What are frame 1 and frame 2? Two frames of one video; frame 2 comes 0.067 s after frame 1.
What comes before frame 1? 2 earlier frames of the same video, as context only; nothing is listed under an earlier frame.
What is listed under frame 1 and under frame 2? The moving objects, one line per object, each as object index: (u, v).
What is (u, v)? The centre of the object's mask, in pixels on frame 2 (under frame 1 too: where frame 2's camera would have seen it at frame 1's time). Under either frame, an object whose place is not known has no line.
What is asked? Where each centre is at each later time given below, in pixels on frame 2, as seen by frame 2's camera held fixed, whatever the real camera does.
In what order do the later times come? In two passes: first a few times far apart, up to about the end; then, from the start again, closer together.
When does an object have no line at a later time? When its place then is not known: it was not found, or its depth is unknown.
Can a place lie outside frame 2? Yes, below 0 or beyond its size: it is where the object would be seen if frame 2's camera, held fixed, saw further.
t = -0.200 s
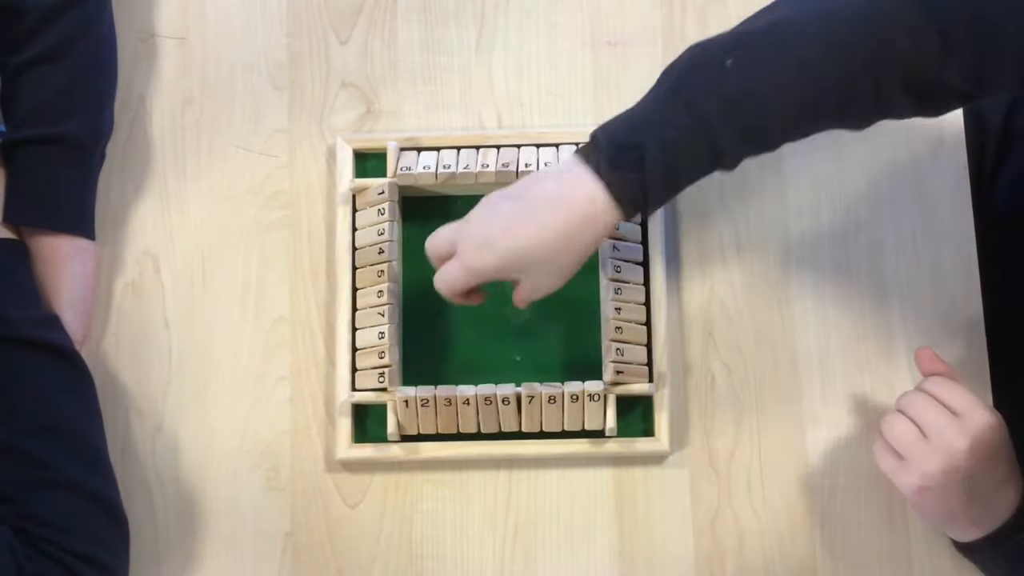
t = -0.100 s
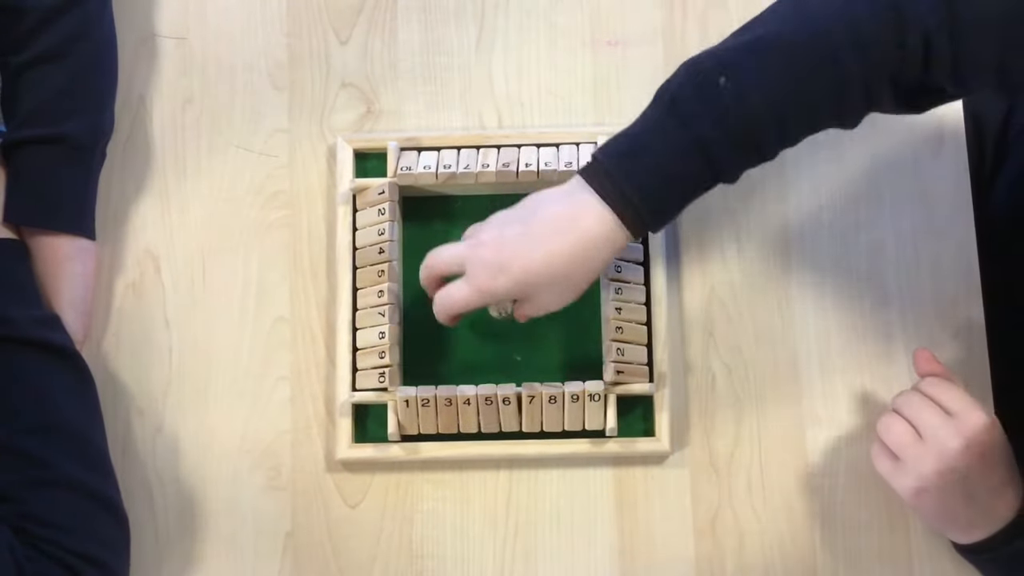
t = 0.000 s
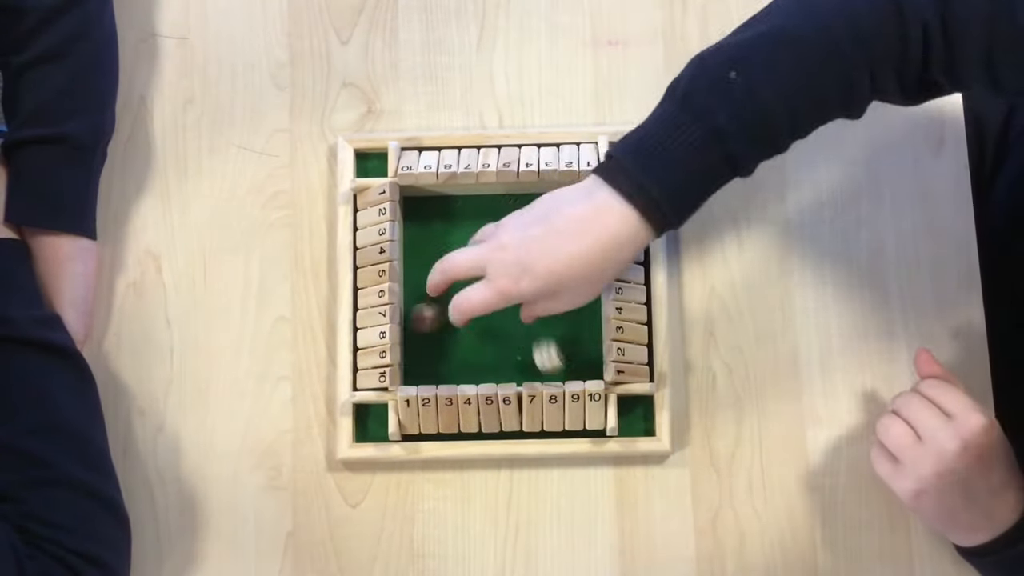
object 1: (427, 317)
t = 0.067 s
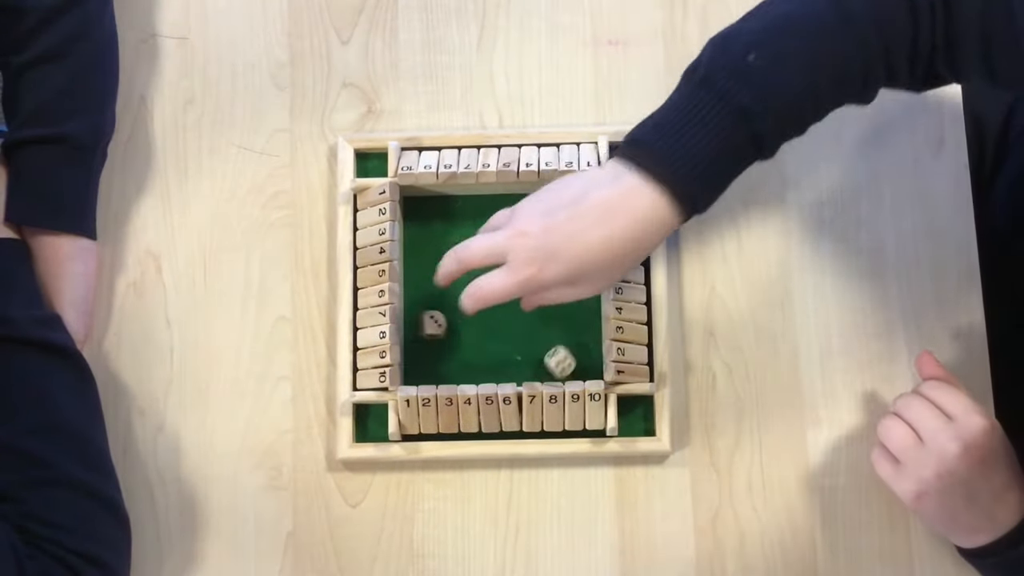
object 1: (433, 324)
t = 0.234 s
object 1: (436, 333)
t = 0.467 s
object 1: (436, 333)
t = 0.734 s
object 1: (436, 333)
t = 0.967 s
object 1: (436, 333)
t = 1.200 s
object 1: (436, 333)
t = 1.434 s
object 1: (436, 333)
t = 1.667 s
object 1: (436, 333)
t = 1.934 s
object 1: (436, 333)
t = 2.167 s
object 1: (436, 333)
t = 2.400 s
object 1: (436, 333)
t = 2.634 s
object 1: (436, 333)
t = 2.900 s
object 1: (436, 333)
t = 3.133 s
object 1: (436, 333)
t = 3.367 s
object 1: (436, 333)
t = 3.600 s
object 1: (436, 333)
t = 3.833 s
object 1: (436, 333)
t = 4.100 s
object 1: (436, 333)
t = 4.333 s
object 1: (436, 333)
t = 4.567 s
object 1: (436, 333)
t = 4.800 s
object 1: (436, 333)
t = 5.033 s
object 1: (436, 333)
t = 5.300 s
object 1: (436, 333)
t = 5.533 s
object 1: (436, 333)
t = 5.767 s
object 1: (436, 333)
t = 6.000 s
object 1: (436, 333)
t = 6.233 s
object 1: (436, 333)
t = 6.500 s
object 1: (436, 333)
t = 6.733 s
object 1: (436, 333)
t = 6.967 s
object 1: (436, 333)
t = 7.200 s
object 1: (436, 333)
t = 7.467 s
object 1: (436, 333)
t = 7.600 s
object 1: (436, 333)
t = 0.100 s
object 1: (437, 326)
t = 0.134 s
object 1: (438, 331)
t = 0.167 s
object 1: (436, 333)
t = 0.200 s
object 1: (436, 332)
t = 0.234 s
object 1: (436, 333)
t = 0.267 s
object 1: (436, 333)
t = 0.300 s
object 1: (436, 333)
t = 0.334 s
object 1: (436, 333)
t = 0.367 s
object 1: (436, 333)
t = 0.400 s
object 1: (436, 333)
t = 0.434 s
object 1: (436, 333)
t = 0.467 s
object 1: (436, 333)
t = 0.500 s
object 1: (436, 333)
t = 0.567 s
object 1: (436, 333)
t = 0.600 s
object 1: (436, 333)
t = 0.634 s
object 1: (436, 333)
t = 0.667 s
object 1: (436, 333)
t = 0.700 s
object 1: (436, 333)
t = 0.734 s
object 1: (436, 333)
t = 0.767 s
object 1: (436, 333)
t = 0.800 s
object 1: (436, 333)
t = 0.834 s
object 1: (436, 333)
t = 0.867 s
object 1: (436, 333)
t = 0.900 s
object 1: (436, 333)
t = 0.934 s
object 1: (436, 333)
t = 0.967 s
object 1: (436, 333)
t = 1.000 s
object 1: (436, 333)
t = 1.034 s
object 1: (436, 333)
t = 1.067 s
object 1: (436, 333)
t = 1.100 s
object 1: (436, 333)
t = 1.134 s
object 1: (436, 333)
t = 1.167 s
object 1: (436, 333)
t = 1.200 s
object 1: (436, 333)
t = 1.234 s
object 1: (436, 333)
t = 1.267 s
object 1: (436, 333)
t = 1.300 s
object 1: (436, 333)
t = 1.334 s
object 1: (436, 333)
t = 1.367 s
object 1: (436, 333)
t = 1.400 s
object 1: (436, 333)
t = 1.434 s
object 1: (436, 333)
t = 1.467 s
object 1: (436, 333)
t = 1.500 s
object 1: (436, 333)
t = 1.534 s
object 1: (436, 333)
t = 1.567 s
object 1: (436, 333)
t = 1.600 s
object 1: (436, 333)
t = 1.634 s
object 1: (436, 333)
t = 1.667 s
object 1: (436, 333)
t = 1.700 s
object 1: (436, 333)
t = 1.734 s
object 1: (436, 333)
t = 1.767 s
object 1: (436, 333)
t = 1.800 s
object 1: (436, 333)
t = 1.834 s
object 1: (436, 333)
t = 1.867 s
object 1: (436, 333)
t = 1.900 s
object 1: (436, 333)
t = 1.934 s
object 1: (436, 333)
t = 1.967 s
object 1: (436, 333)
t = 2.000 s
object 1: (436, 333)
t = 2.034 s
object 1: (436, 333)
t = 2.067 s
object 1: (436, 333)
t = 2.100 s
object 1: (436, 333)
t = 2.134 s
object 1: (436, 333)
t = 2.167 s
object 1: (436, 333)
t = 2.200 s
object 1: (436, 333)
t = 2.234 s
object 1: (436, 333)
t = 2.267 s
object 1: (436, 333)
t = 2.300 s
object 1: (436, 333)
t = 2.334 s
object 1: (436, 333)
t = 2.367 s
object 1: (436, 333)
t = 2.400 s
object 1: (436, 333)
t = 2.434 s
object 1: (436, 333)
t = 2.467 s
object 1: (436, 333)
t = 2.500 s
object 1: (436, 333)
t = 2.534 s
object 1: (436, 333)
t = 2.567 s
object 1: (436, 333)
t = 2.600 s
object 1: (436, 333)
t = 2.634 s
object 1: (436, 333)
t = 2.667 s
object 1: (436, 333)
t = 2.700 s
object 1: (436, 333)
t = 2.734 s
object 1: (436, 333)
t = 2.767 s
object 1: (436, 333)
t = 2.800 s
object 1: (436, 333)
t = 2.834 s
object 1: (436, 333)
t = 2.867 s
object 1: (436, 333)
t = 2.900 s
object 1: (436, 333)
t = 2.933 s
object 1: (436, 333)
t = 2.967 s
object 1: (436, 333)
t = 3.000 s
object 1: (436, 333)
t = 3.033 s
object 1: (436, 333)
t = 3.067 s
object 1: (436, 333)
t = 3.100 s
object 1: (436, 333)
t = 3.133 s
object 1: (436, 333)
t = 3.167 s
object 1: (436, 333)
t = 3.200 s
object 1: (436, 333)
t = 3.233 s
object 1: (436, 333)
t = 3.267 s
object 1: (436, 333)
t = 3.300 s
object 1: (436, 333)
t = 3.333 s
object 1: (436, 333)
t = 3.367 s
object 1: (436, 333)
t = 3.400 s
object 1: (436, 333)
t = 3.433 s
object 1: (436, 333)
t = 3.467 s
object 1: (436, 333)
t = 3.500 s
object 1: (436, 333)
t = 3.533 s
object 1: (436, 333)
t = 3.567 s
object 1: (436, 333)
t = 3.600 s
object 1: (436, 333)
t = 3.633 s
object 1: (436, 333)
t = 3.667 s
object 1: (436, 333)
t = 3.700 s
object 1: (436, 333)
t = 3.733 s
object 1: (436, 333)
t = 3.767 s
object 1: (436, 333)
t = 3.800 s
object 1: (436, 333)
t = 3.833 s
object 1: (436, 333)
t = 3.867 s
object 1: (436, 333)
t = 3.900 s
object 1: (436, 333)
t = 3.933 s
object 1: (436, 333)
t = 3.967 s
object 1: (436, 333)
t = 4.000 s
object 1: (436, 333)
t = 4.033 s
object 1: (436, 333)
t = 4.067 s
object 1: (436, 333)
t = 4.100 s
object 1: (436, 333)
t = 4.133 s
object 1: (436, 333)
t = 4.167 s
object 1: (436, 333)
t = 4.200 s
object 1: (436, 333)
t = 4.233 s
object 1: (436, 333)
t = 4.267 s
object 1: (436, 333)
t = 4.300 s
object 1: (436, 333)
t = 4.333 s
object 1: (436, 333)
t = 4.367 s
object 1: (436, 333)
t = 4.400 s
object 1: (436, 333)
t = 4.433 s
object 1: (436, 333)
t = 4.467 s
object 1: (436, 333)
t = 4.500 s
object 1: (436, 333)
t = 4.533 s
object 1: (436, 333)
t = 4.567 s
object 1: (436, 333)
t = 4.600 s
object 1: (436, 333)
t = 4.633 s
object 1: (436, 333)
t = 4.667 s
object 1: (436, 333)
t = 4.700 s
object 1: (436, 333)
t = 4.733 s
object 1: (436, 333)
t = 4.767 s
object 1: (436, 333)
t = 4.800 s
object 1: (436, 333)
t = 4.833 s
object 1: (436, 333)
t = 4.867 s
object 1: (436, 333)
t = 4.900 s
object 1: (436, 333)
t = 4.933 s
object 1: (436, 333)
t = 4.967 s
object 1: (436, 333)
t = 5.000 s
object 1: (436, 333)
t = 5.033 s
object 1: (436, 333)
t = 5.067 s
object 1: (436, 333)
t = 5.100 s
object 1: (436, 333)
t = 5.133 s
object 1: (436, 333)
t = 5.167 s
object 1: (436, 333)
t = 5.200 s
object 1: (436, 333)
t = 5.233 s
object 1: (436, 333)
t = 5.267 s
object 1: (436, 333)
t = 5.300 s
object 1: (436, 333)
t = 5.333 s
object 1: (436, 333)
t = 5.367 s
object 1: (436, 333)
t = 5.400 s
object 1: (436, 333)
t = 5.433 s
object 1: (436, 333)
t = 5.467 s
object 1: (436, 333)
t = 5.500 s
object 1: (436, 333)
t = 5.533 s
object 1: (436, 333)
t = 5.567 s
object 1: (436, 333)
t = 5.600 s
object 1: (436, 333)
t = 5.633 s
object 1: (436, 333)
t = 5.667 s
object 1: (436, 333)
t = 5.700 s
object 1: (436, 333)
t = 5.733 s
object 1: (436, 333)
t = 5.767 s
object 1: (436, 333)
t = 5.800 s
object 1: (436, 333)
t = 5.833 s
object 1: (436, 333)
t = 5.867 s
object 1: (436, 333)
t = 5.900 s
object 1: (436, 333)
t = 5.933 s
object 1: (436, 333)
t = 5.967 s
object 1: (436, 333)
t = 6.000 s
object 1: (436, 333)
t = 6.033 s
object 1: (436, 333)
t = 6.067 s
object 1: (436, 333)
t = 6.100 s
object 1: (436, 333)
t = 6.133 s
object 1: (436, 333)
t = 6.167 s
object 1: (436, 333)
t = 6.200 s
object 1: (436, 333)
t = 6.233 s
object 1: (436, 333)
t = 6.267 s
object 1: (436, 333)
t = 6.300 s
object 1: (436, 333)
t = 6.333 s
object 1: (436, 333)
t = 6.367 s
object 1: (436, 333)
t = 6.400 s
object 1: (436, 333)
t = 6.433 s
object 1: (436, 333)
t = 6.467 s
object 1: (436, 333)
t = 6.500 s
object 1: (436, 333)
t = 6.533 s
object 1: (436, 333)
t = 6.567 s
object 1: (436, 333)
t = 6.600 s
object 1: (436, 333)
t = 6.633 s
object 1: (436, 333)
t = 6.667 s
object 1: (436, 333)
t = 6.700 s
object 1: (436, 333)
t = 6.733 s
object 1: (436, 333)
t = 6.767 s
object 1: (436, 333)
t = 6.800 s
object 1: (436, 333)
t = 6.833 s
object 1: (436, 333)
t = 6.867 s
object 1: (436, 333)
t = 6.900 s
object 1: (436, 333)
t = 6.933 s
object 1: (436, 333)
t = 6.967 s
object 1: (436, 333)
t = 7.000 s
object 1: (436, 333)
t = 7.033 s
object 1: (436, 333)
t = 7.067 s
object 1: (436, 333)
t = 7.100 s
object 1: (436, 333)
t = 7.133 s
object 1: (436, 333)
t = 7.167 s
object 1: (436, 333)
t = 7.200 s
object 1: (436, 333)
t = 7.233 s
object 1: (436, 333)
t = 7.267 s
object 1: (436, 333)
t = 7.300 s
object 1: (436, 333)
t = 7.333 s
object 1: (436, 333)
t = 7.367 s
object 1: (436, 333)
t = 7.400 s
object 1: (436, 333)
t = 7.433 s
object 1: (436, 333)
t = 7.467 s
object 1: (436, 333)
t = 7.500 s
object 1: (436, 333)
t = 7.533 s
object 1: (436, 333)
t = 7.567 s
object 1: (436, 333)
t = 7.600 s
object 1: (436, 333)
